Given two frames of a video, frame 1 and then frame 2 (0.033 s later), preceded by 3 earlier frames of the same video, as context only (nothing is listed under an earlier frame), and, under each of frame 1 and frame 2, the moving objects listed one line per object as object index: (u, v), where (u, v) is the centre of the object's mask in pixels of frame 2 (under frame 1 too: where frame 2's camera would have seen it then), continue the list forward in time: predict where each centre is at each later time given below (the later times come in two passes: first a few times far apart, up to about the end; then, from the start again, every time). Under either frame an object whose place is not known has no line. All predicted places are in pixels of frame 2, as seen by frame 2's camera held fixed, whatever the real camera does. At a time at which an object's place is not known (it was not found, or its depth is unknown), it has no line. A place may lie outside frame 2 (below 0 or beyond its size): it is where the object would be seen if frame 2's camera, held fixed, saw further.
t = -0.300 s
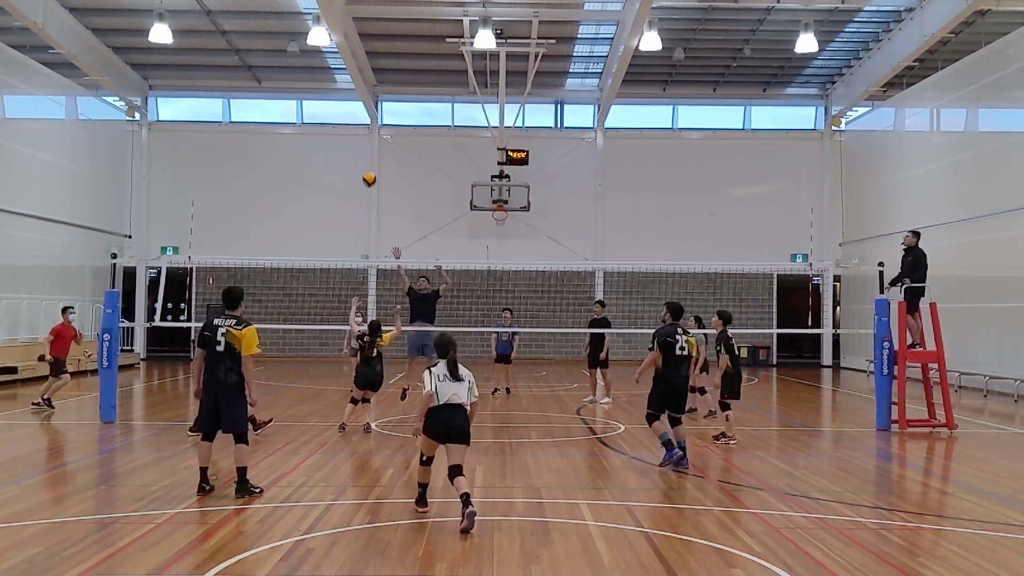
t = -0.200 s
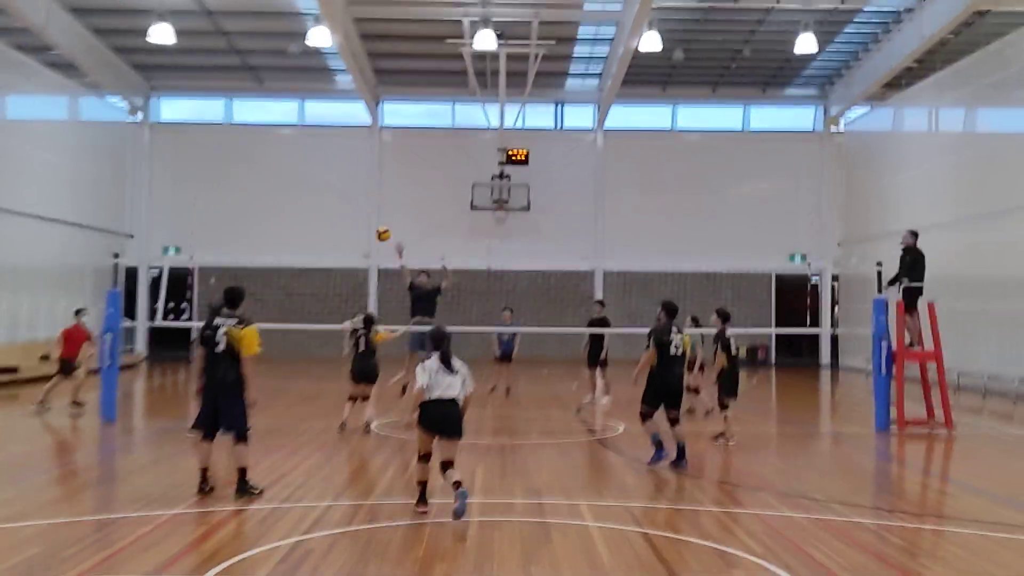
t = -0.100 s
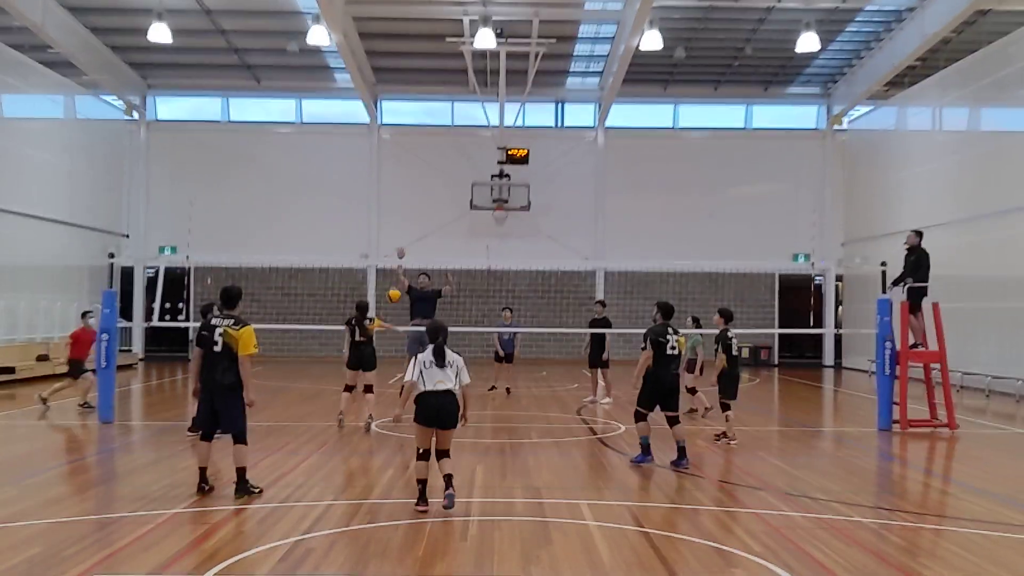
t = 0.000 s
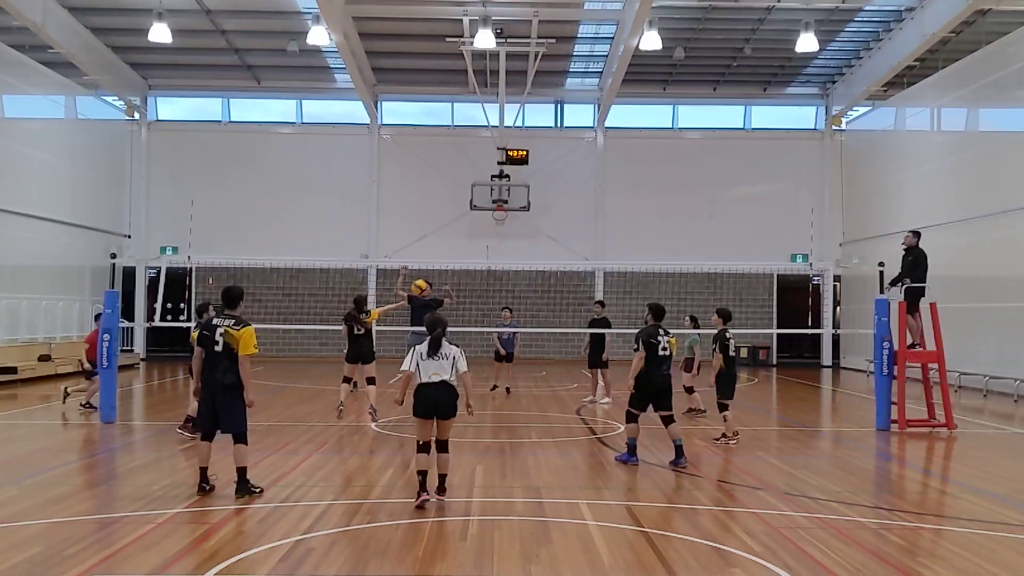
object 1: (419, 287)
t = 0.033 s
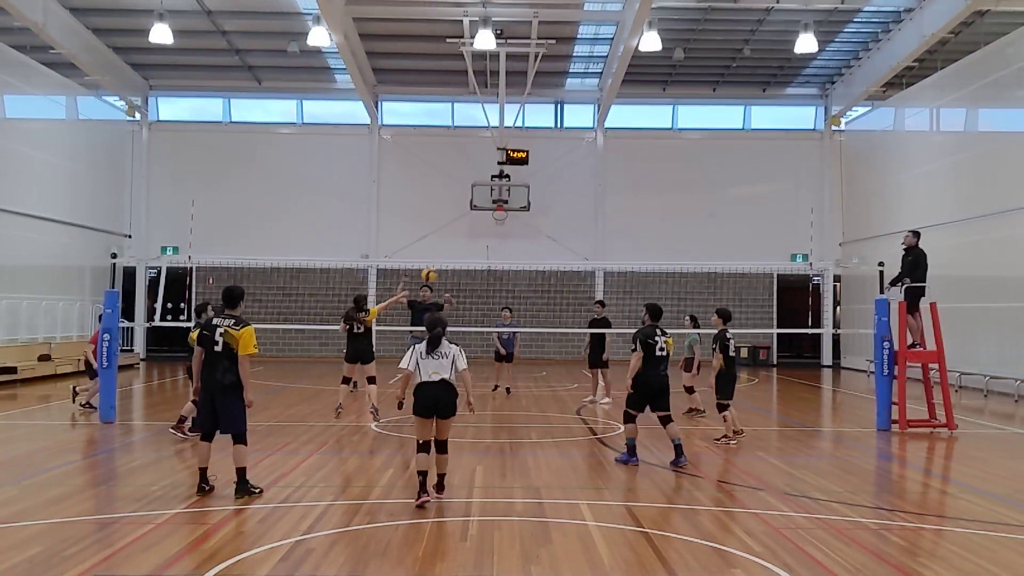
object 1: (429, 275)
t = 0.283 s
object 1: (510, 208)
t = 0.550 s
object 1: (604, 187)
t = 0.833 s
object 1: (714, 231)
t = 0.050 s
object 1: (433, 270)
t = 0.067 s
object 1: (439, 264)
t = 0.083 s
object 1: (444, 258)
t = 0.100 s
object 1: (450, 253)
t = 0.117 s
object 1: (455, 248)
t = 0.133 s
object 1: (460, 243)
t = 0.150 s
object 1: (466, 238)
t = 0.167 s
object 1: (471, 233)
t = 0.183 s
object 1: (477, 229)
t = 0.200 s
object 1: (482, 225)
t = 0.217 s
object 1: (487, 221)
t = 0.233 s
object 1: (492, 218)
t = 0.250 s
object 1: (499, 214)
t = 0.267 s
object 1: (504, 210)
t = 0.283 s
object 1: (510, 208)
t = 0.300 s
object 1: (515, 204)
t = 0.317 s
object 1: (521, 202)
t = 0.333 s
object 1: (526, 200)
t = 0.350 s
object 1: (533, 197)
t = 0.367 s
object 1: (538, 196)
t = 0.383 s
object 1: (544, 193)
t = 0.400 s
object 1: (550, 192)
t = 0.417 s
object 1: (556, 190)
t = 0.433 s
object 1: (562, 189)
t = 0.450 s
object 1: (569, 188)
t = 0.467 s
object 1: (574, 187)
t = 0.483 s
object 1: (580, 186)
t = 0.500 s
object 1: (586, 186)
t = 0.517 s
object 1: (592, 187)
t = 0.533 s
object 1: (598, 187)
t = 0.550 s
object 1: (604, 187)
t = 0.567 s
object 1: (610, 188)
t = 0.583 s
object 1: (617, 188)
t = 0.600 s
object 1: (623, 189)
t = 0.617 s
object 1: (630, 191)
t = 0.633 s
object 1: (636, 192)
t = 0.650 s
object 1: (642, 194)
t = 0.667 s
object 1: (648, 196)
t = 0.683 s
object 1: (655, 199)
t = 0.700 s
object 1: (661, 201)
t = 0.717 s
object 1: (668, 204)
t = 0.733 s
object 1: (674, 207)
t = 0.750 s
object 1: (681, 210)
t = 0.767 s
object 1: (688, 214)
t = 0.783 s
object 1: (694, 218)
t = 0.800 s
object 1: (701, 222)
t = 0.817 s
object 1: (708, 226)
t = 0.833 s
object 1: (714, 231)
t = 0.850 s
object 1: (721, 236)
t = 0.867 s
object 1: (728, 242)
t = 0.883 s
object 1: (735, 247)
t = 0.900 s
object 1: (742, 253)
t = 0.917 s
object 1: (749, 259)
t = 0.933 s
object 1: (756, 266)
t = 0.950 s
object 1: (763, 272)
